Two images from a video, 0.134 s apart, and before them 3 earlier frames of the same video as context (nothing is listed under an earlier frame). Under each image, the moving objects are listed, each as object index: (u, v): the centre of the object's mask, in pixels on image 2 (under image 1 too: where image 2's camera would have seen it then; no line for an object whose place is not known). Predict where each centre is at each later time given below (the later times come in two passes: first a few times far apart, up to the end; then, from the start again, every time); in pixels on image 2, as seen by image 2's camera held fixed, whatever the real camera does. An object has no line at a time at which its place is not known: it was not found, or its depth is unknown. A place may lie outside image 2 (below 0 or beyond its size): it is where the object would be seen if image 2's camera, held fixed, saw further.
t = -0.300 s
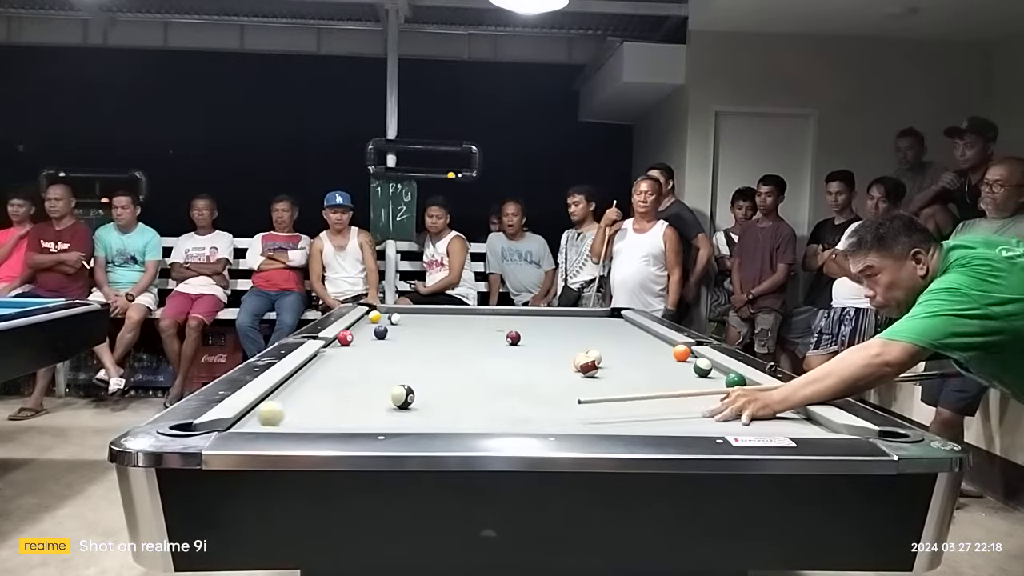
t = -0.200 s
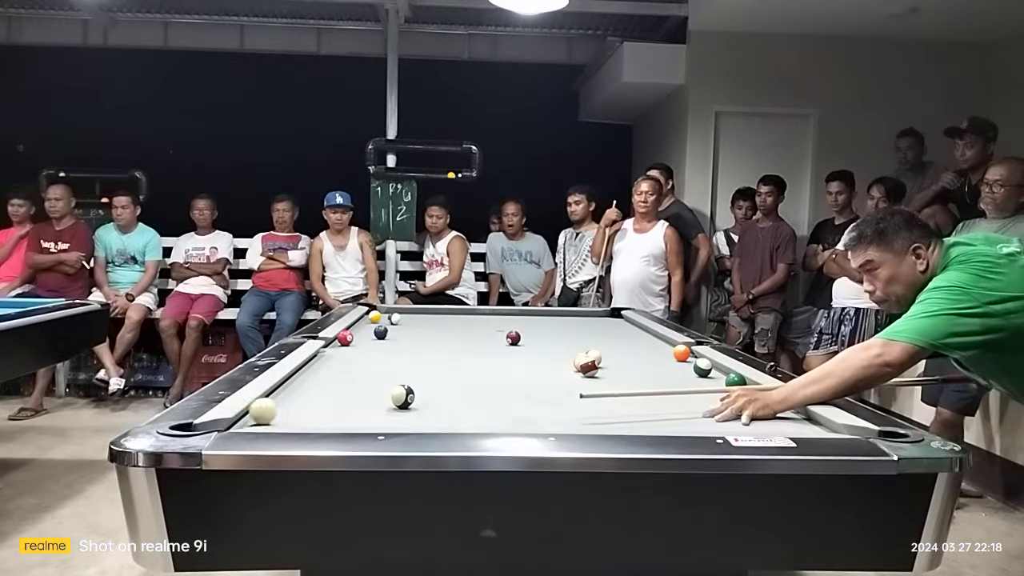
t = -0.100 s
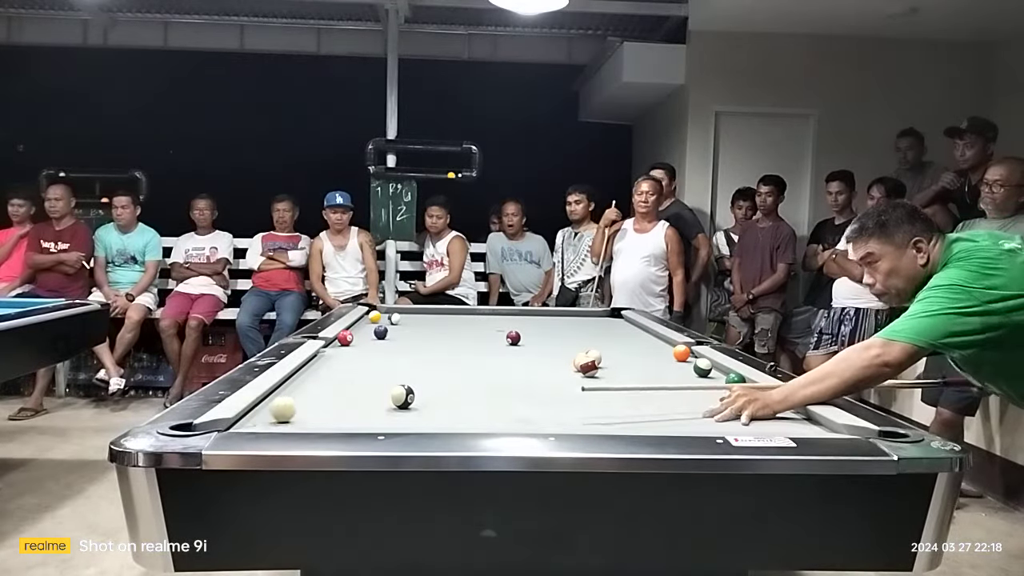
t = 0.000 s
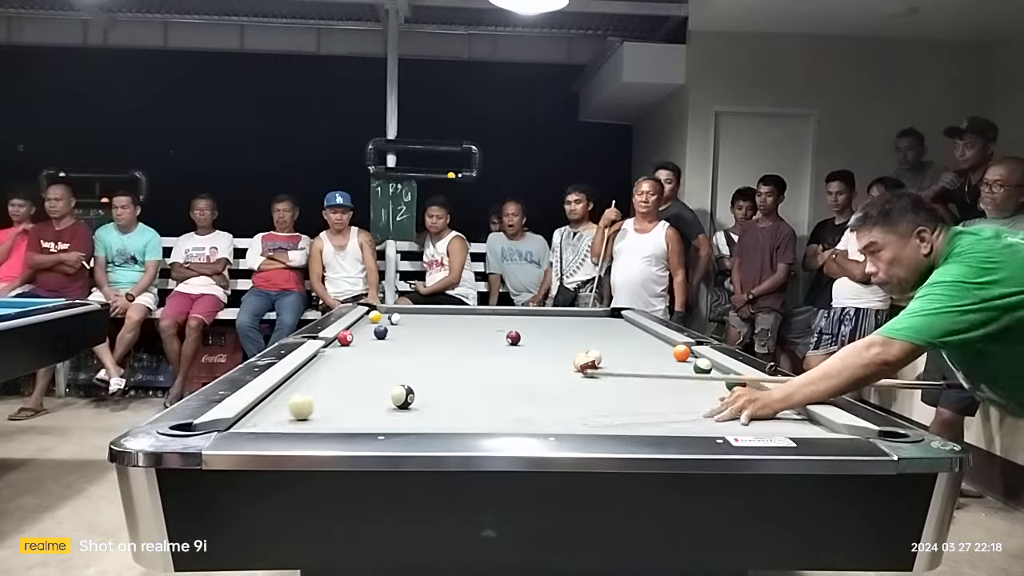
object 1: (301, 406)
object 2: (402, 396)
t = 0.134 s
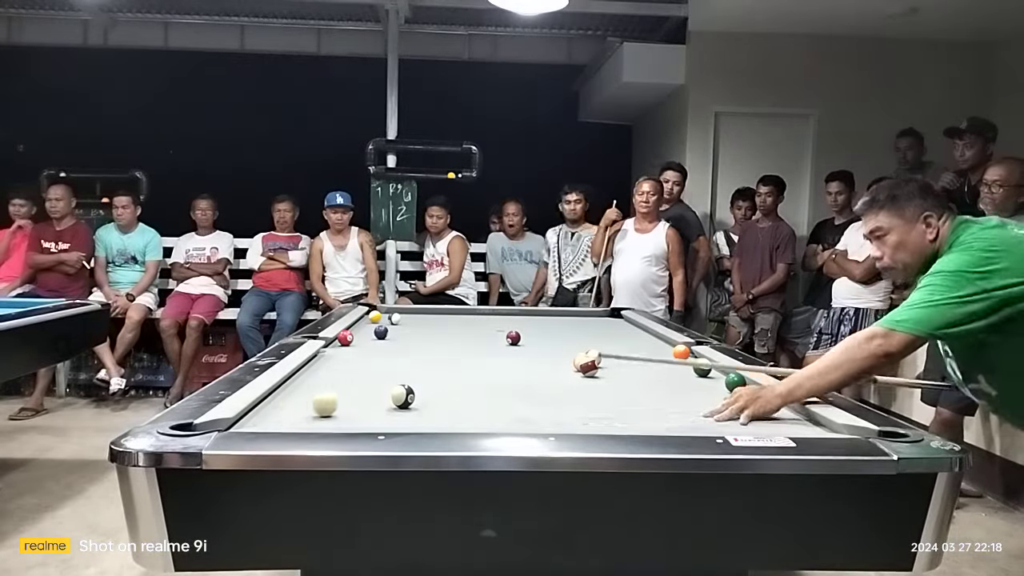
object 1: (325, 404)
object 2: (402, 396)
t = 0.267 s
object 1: (346, 402)
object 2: (402, 396)
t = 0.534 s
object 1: (379, 398)
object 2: (407, 395)
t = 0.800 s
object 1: (386, 396)
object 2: (430, 394)
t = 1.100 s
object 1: (392, 394)
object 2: (452, 395)
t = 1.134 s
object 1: (392, 394)
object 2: (454, 395)
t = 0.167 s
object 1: (331, 403)
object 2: (402, 396)
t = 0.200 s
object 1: (337, 403)
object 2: (402, 396)
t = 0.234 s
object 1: (341, 402)
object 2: (402, 396)
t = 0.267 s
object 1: (346, 402)
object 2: (402, 396)
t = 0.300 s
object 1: (352, 401)
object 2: (403, 396)
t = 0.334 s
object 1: (357, 400)
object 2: (403, 396)
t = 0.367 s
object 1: (362, 400)
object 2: (403, 396)
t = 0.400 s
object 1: (367, 399)
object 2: (403, 396)
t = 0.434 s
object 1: (371, 399)
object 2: (403, 396)
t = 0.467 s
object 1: (376, 399)
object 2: (403, 396)
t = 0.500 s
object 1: (379, 398)
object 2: (404, 396)
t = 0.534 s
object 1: (379, 398)
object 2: (407, 395)
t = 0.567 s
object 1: (380, 398)
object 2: (410, 395)
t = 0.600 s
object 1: (381, 398)
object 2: (413, 395)
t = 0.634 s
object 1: (382, 398)
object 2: (416, 395)
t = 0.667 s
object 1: (383, 398)
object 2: (419, 397)
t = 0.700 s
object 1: (384, 397)
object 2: (423, 395)
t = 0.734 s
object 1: (385, 397)
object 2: (425, 395)
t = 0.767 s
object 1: (386, 397)
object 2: (427, 396)
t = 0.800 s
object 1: (386, 396)
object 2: (430, 394)
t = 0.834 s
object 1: (387, 396)
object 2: (433, 395)
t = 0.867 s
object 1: (388, 396)
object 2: (436, 395)
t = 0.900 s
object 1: (388, 396)
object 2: (439, 394)
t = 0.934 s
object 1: (389, 395)
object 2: (441, 394)
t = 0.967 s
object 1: (390, 395)
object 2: (444, 394)
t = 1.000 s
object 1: (390, 395)
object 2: (446, 395)
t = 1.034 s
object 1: (391, 395)
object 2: (448, 395)
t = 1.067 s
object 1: (391, 395)
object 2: (450, 395)
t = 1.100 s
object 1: (392, 394)
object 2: (452, 395)
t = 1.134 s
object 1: (392, 394)
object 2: (454, 395)
